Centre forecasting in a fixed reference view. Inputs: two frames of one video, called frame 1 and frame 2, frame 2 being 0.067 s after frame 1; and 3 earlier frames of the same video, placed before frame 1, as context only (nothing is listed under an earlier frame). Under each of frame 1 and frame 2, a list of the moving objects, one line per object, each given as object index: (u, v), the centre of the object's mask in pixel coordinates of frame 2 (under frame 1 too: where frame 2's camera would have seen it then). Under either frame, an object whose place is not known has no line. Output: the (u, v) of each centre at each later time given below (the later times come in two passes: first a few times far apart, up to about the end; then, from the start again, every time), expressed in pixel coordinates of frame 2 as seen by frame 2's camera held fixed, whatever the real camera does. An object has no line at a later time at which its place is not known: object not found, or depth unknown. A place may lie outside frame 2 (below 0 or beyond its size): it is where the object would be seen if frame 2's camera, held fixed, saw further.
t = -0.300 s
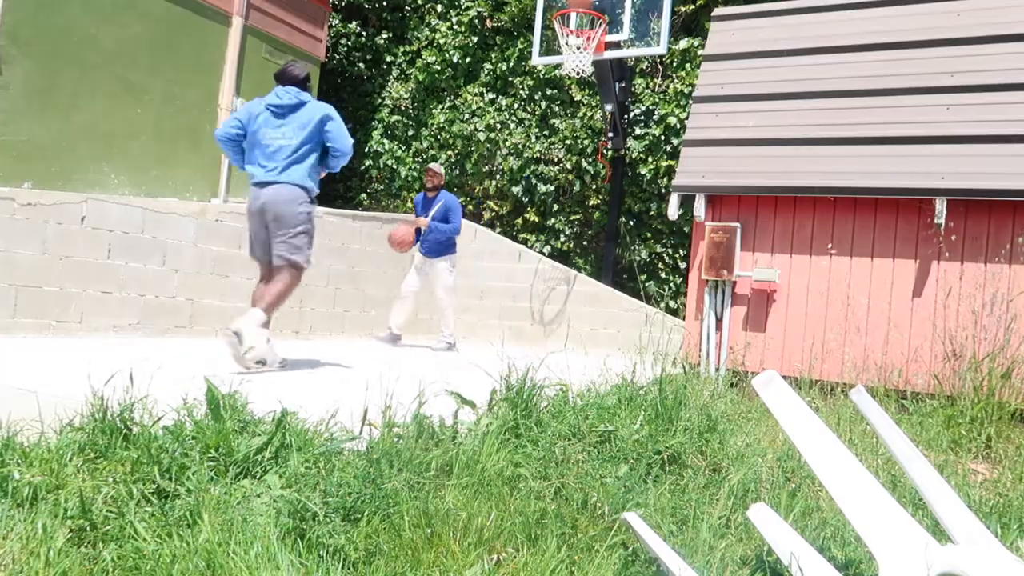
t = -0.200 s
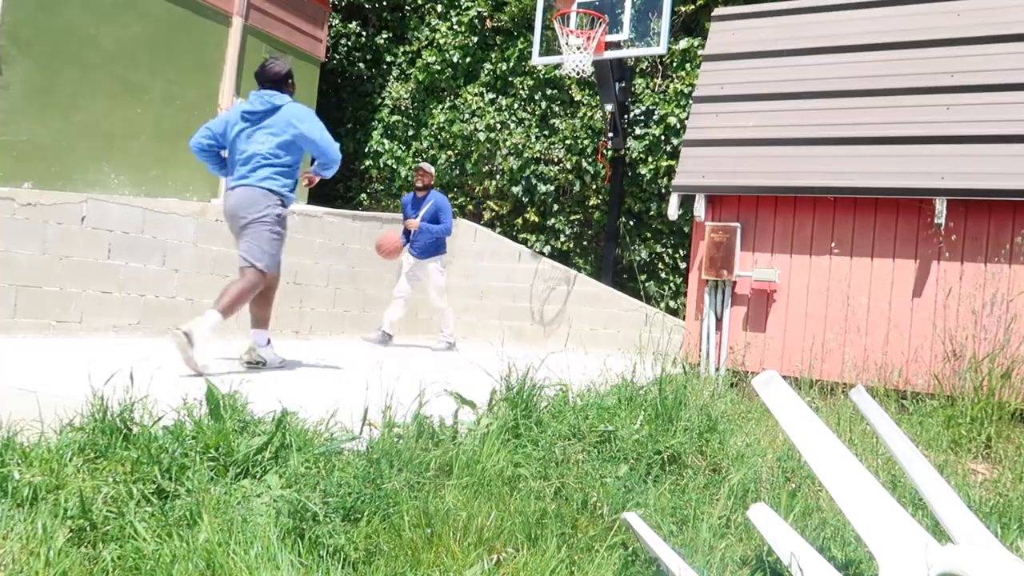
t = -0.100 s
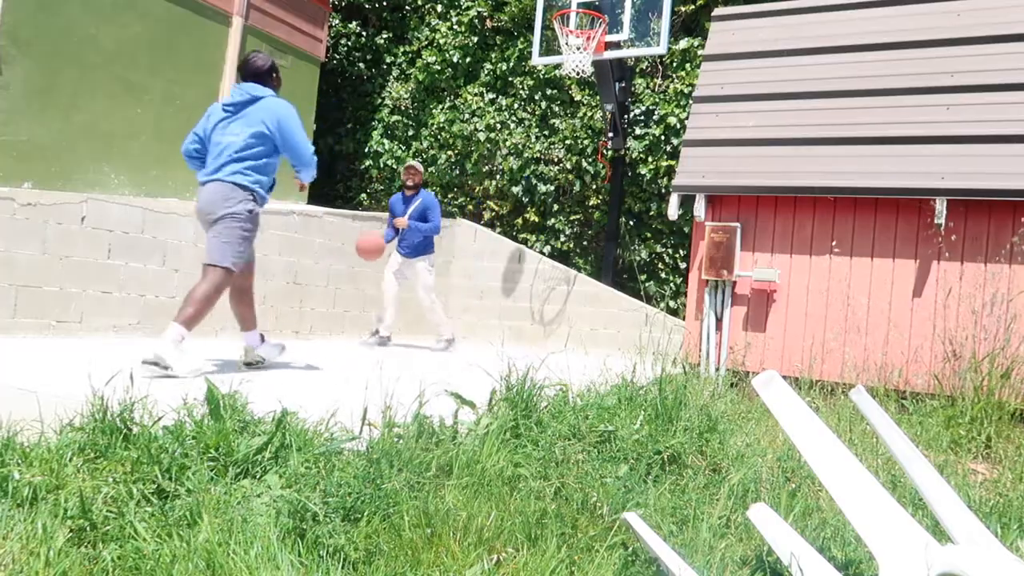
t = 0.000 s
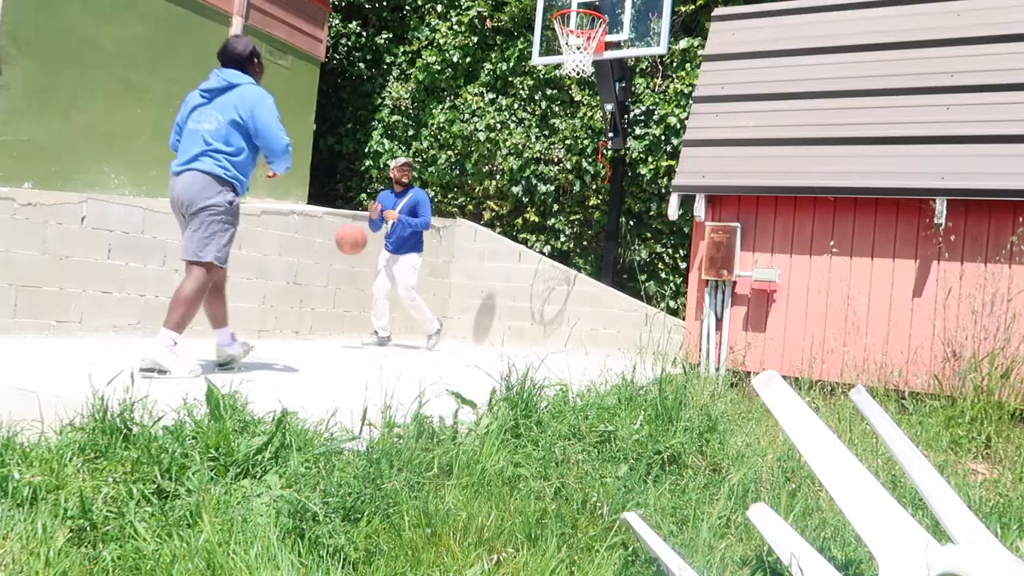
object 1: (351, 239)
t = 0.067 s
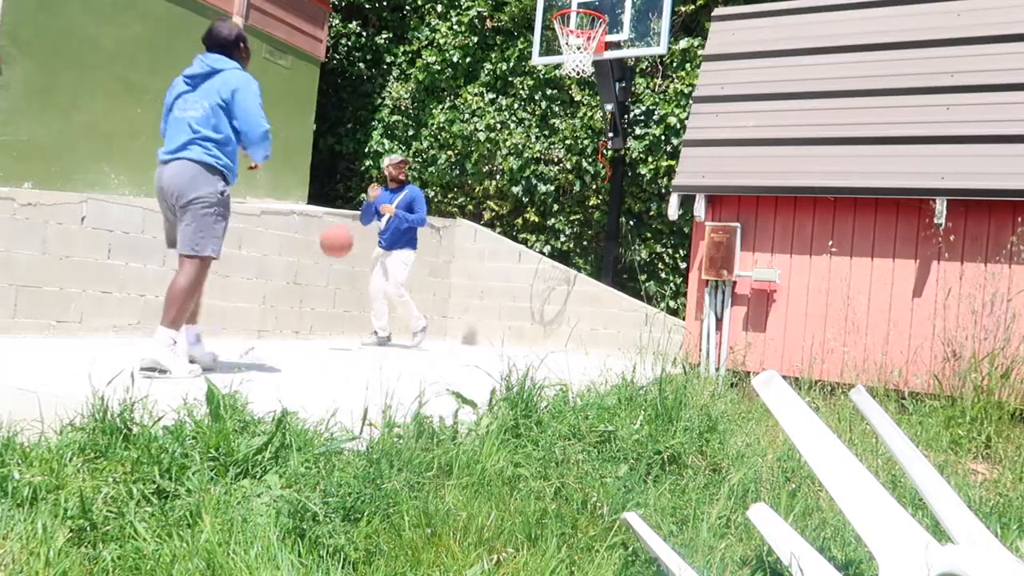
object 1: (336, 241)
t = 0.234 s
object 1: (290, 275)
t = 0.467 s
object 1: (216, 283)
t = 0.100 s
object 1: (328, 245)
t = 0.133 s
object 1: (319, 249)
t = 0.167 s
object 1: (310, 257)
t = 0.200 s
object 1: (300, 265)
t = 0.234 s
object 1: (290, 275)
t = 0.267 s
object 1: (278, 290)
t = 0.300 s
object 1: (265, 306)
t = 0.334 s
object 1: (251, 326)
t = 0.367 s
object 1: (239, 338)
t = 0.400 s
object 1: (231, 319)
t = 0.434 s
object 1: (223, 301)
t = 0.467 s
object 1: (216, 283)
